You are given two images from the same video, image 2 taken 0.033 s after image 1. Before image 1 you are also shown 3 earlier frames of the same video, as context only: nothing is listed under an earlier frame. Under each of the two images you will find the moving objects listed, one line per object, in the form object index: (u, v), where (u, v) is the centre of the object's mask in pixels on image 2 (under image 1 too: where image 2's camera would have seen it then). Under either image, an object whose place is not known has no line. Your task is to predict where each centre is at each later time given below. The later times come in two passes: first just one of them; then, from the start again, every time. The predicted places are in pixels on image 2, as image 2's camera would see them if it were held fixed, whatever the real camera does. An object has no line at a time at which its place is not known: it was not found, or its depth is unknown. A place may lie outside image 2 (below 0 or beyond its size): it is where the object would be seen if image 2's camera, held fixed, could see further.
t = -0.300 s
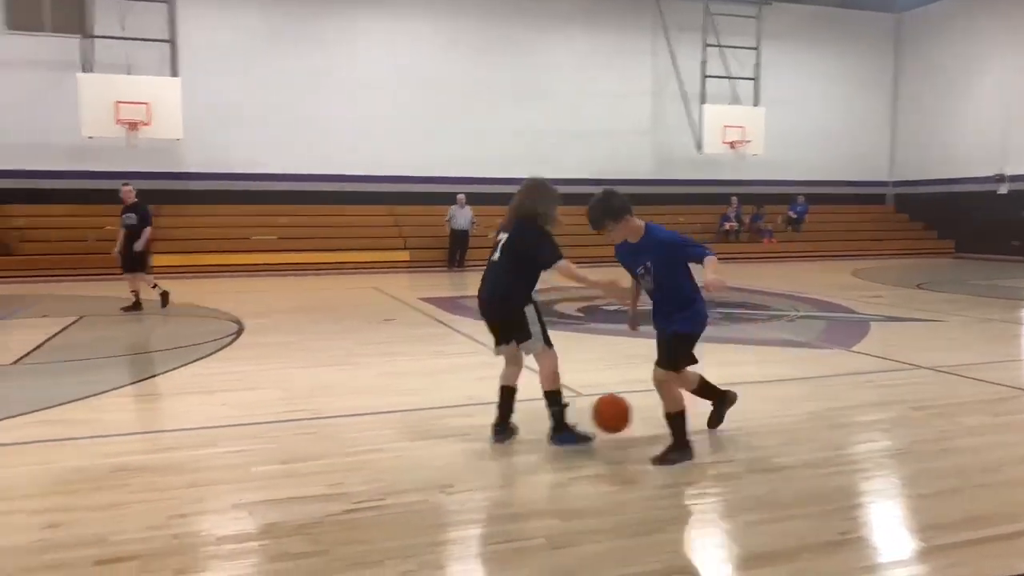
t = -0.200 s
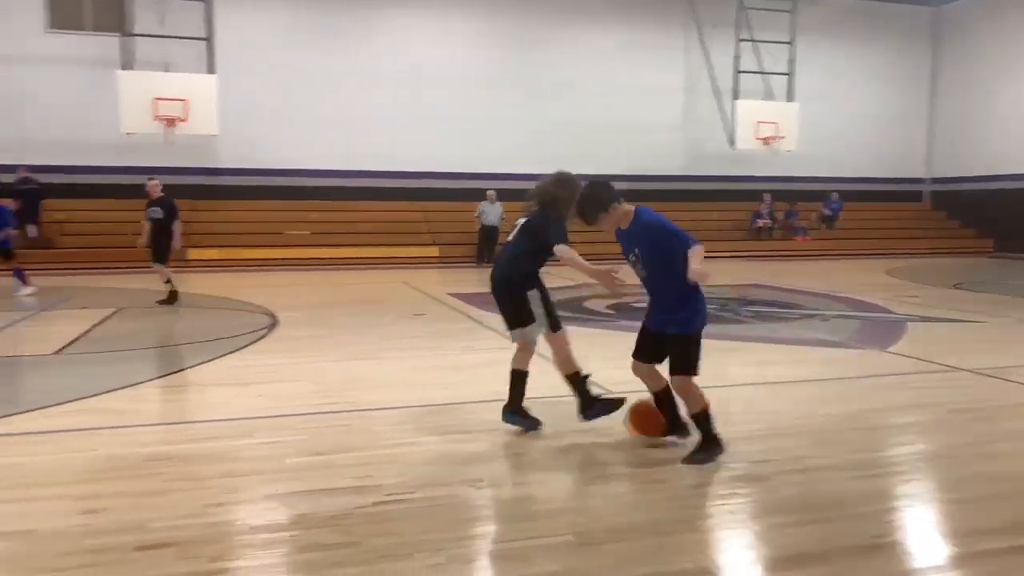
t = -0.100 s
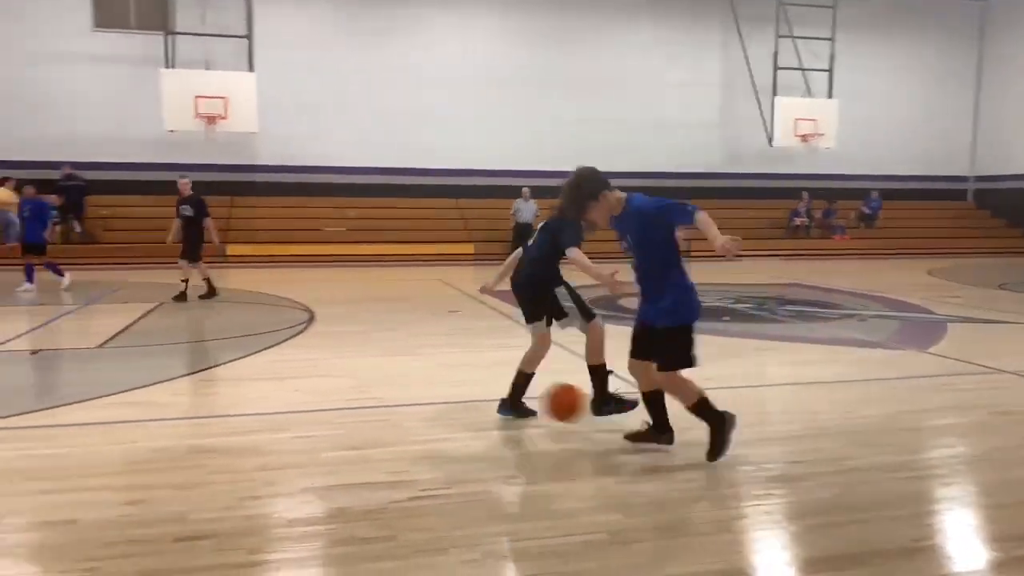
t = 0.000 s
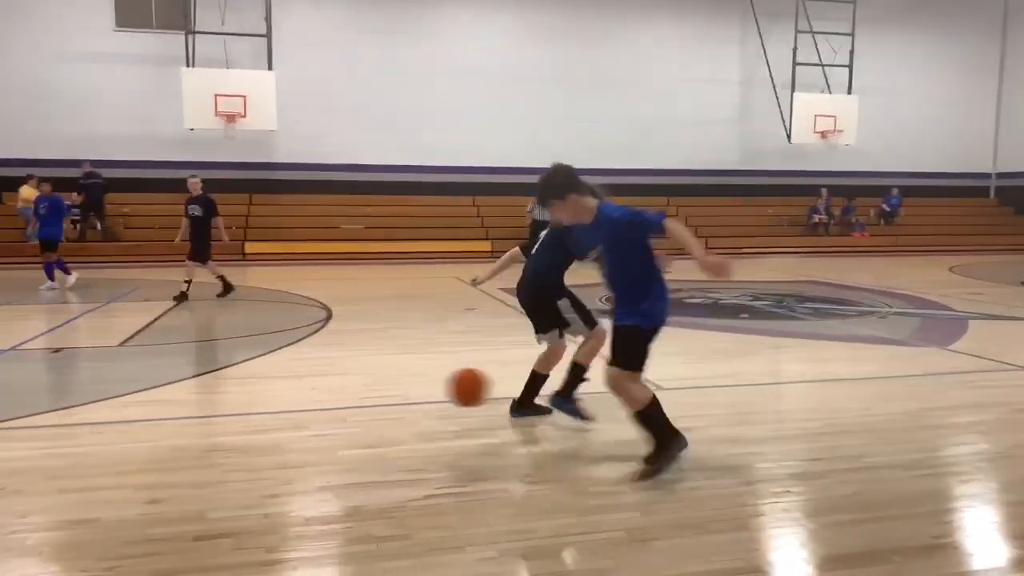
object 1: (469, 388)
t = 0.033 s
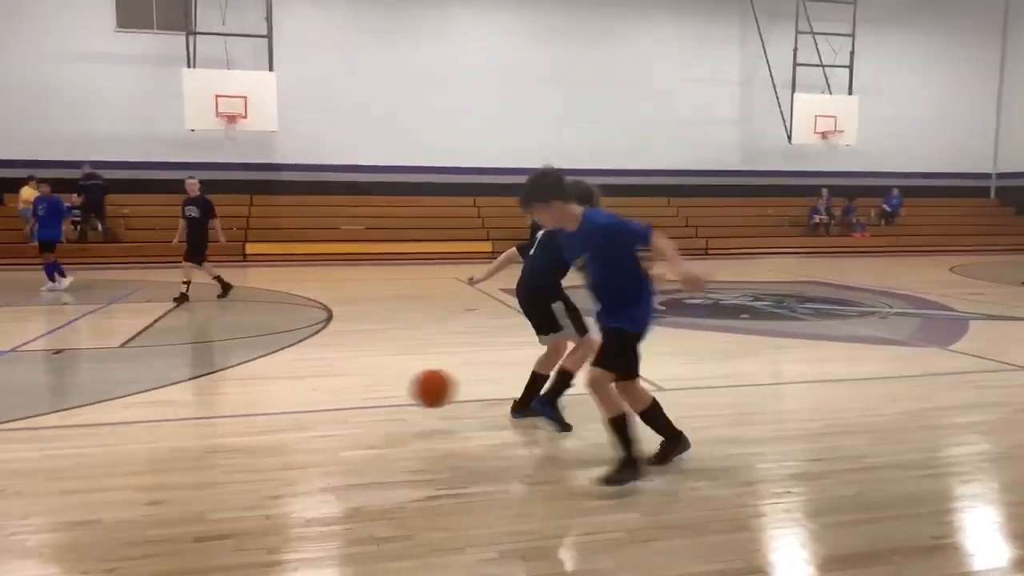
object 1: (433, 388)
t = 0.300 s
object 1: (161, 400)
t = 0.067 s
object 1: (396, 389)
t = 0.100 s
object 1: (359, 394)
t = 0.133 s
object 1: (322, 400)
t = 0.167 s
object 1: (287, 409)
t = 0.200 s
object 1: (253, 419)
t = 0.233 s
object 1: (221, 410)
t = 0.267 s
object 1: (190, 404)
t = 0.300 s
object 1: (161, 400)
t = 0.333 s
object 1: (131, 396)
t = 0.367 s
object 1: (102, 394)
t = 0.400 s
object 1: (72, 395)
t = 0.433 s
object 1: (43, 398)
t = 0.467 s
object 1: (14, 402)
